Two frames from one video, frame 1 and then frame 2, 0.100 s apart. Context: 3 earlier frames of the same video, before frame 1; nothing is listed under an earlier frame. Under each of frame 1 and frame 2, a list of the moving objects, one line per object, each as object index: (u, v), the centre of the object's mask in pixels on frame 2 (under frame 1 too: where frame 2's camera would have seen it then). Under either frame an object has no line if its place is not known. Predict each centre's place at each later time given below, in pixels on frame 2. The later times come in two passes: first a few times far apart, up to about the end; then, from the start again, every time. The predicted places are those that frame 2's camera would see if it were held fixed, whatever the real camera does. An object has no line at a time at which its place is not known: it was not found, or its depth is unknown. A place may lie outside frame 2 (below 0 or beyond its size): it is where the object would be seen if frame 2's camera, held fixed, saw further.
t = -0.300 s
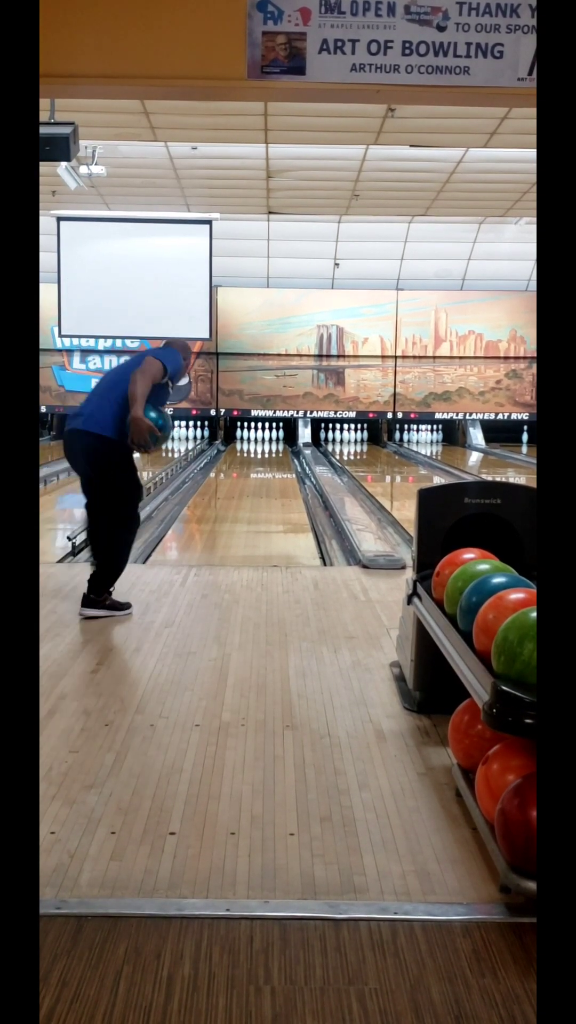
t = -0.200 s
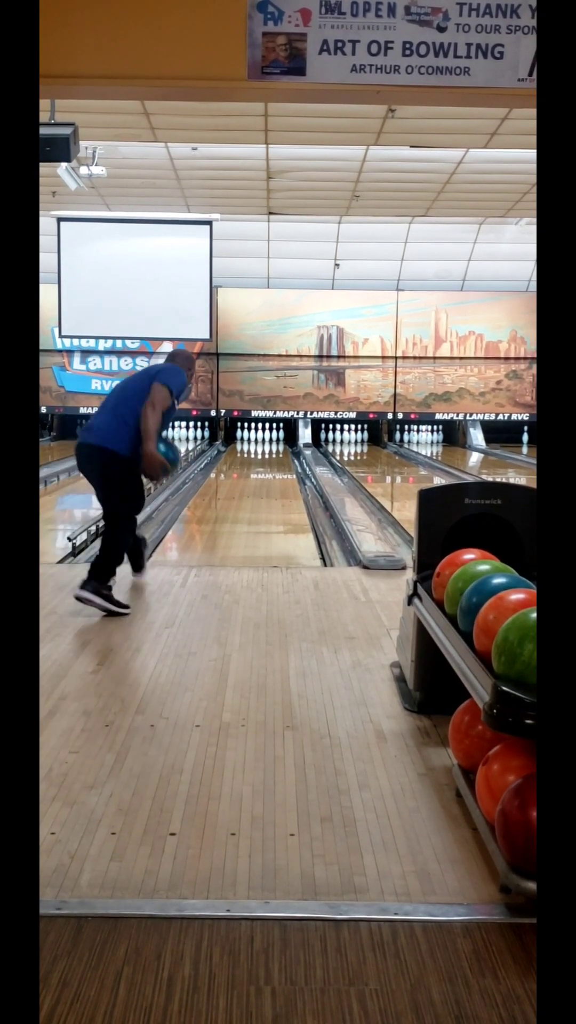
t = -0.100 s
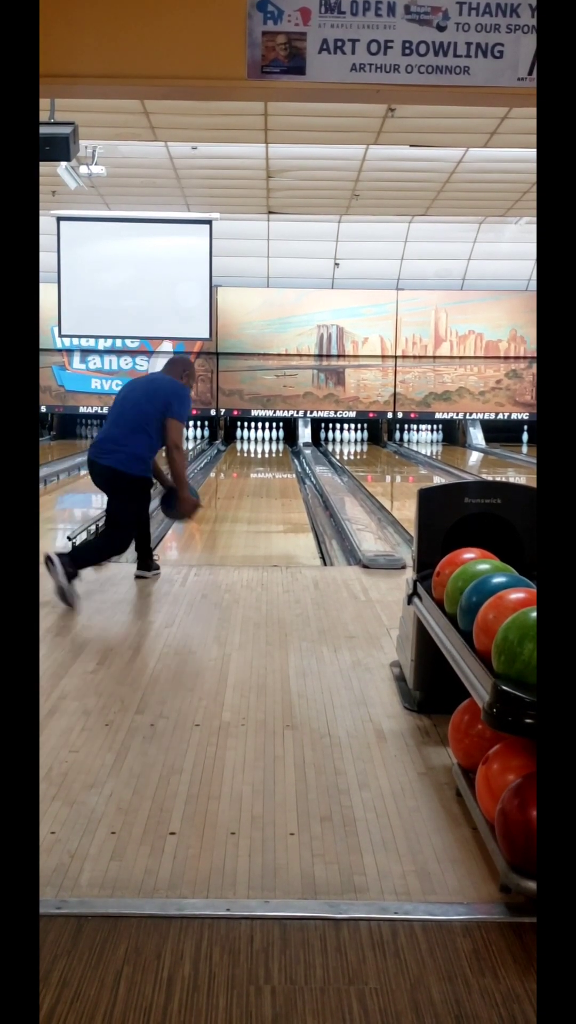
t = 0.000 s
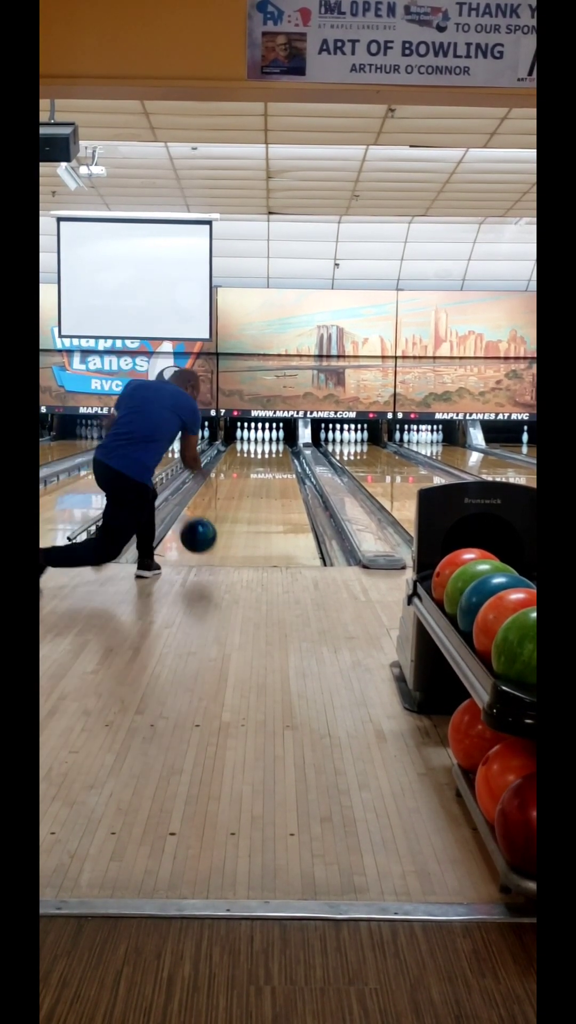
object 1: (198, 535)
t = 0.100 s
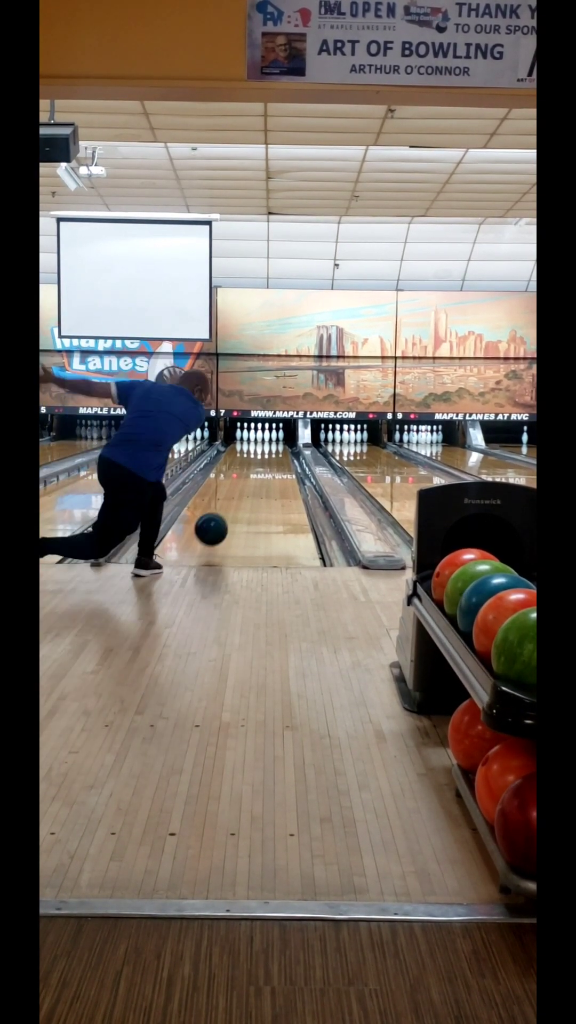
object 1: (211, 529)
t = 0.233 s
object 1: (224, 515)
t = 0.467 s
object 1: (241, 501)
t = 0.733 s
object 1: (254, 486)
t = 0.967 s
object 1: (262, 476)
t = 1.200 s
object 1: (268, 467)
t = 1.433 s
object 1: (272, 461)
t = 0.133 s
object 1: (215, 523)
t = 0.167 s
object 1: (218, 519)
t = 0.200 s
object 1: (221, 516)
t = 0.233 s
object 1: (224, 515)
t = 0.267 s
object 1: (227, 516)
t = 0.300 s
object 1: (230, 516)
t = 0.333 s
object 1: (232, 513)
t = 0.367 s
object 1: (235, 510)
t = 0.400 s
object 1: (237, 507)
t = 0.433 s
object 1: (239, 504)
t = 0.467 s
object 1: (241, 501)
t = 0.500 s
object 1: (243, 499)
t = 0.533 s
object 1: (245, 497)
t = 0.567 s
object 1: (247, 495)
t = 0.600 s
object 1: (248, 493)
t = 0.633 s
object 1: (250, 491)
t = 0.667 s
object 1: (251, 489)
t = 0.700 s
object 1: (253, 488)
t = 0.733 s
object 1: (254, 486)
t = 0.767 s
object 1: (256, 484)
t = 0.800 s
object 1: (257, 483)
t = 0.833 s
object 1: (258, 481)
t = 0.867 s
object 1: (259, 479)
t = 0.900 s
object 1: (260, 478)
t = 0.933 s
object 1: (261, 477)
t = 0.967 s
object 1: (262, 476)
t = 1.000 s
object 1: (263, 474)
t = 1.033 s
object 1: (264, 473)
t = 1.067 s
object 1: (265, 472)
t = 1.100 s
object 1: (266, 471)
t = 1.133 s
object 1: (267, 469)
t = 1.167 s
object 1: (267, 468)
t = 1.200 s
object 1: (268, 467)
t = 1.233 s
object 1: (269, 466)
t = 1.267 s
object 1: (270, 465)
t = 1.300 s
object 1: (270, 464)
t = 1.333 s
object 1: (270, 463)
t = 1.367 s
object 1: (271, 462)
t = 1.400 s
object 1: (272, 461)
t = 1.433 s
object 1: (272, 461)
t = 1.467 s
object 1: (272, 460)
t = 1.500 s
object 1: (273, 459)
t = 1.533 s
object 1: (273, 458)
